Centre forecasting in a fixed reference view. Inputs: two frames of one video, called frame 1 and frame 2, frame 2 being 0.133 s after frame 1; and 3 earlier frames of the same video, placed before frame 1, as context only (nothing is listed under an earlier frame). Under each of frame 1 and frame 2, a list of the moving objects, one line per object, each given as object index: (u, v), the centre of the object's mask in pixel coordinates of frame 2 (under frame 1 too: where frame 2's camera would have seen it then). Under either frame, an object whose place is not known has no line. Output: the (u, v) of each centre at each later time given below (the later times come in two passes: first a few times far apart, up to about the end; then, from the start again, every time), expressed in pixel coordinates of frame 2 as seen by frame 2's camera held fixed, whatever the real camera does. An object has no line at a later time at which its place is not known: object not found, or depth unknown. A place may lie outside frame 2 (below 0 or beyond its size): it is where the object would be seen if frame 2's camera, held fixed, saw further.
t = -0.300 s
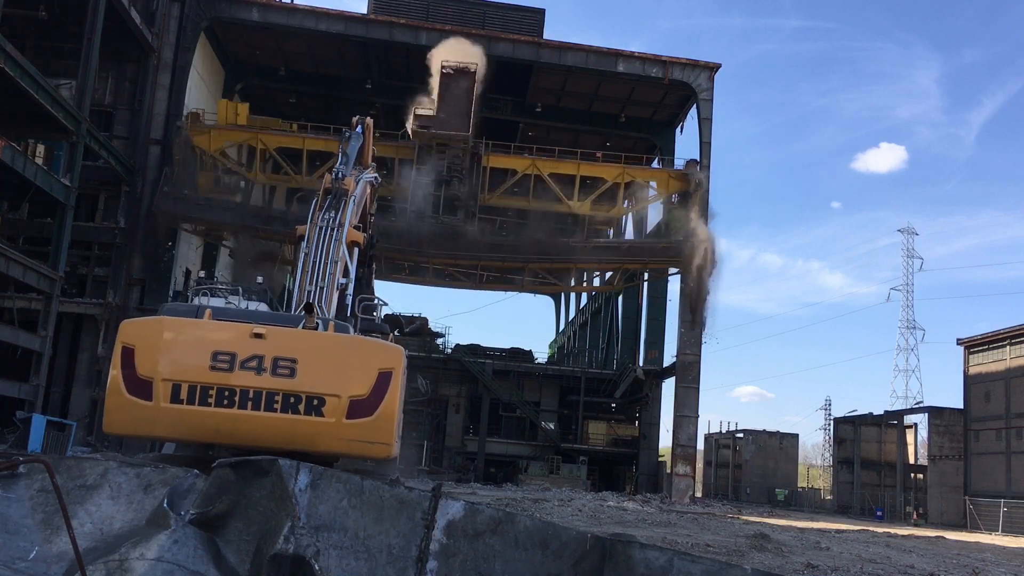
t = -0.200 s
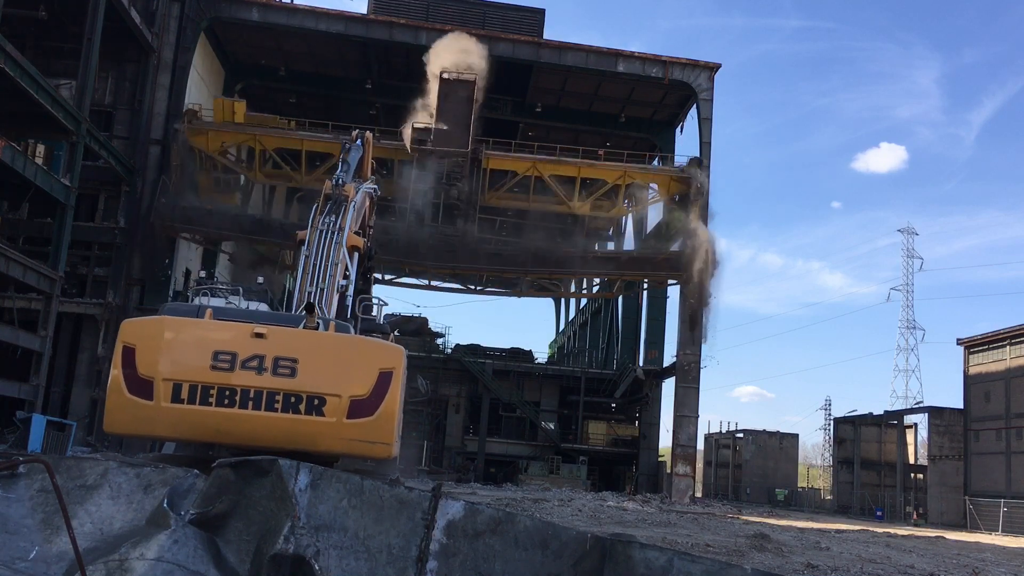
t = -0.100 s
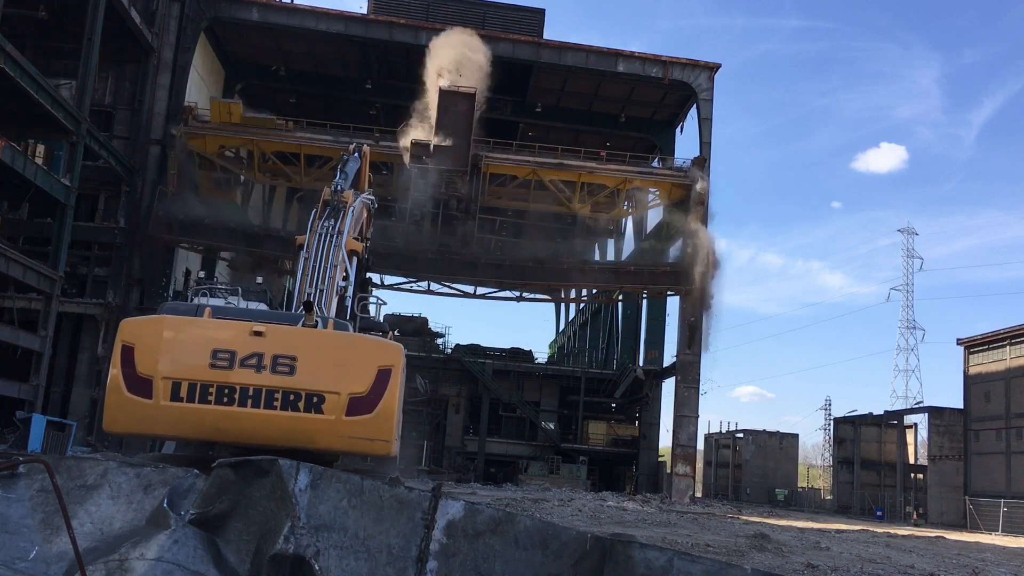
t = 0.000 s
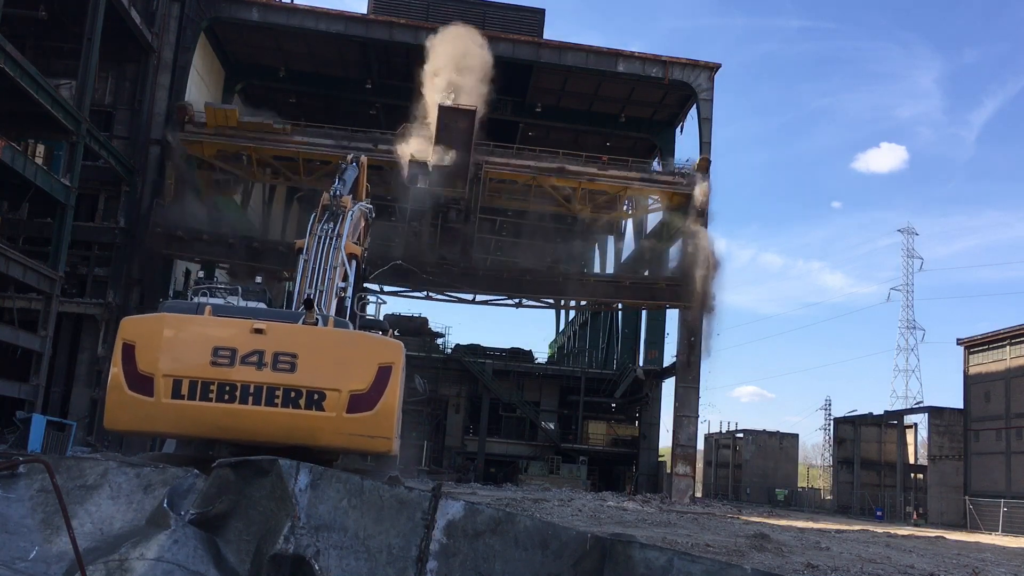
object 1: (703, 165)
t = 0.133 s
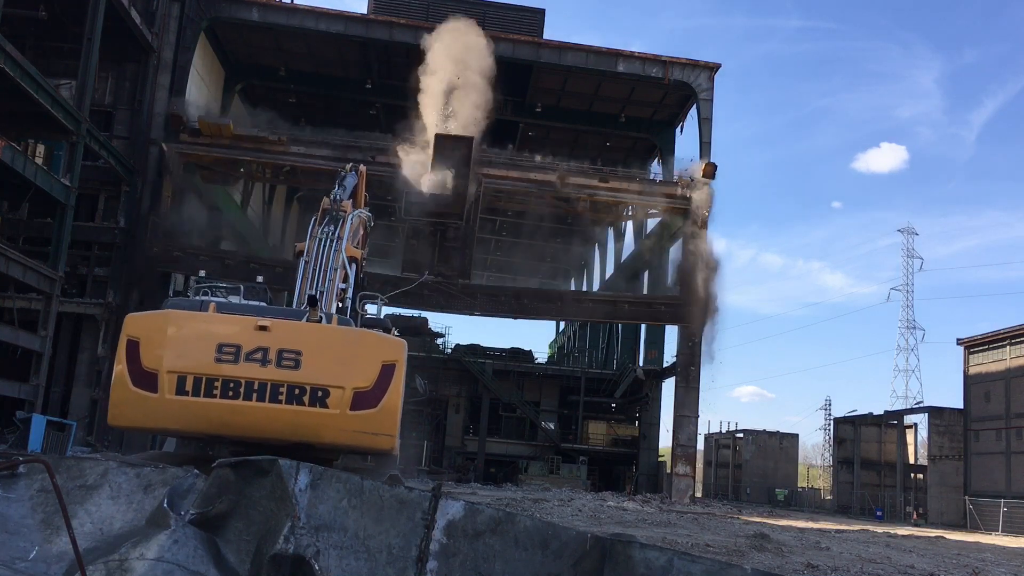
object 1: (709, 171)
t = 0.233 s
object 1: (714, 177)
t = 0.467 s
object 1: (723, 199)
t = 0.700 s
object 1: (732, 234)
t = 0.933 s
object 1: (744, 281)
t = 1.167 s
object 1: (754, 341)
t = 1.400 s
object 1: (766, 417)
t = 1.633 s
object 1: (781, 510)
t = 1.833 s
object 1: (794, 512)
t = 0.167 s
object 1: (711, 172)
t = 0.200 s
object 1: (712, 174)
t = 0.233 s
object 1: (714, 177)
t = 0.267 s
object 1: (715, 179)
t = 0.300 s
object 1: (716, 182)
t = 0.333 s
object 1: (718, 184)
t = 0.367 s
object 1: (719, 188)
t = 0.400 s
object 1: (721, 191)
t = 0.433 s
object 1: (722, 195)
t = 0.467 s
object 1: (723, 199)
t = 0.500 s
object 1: (725, 203)
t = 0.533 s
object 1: (726, 207)
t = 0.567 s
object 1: (727, 212)
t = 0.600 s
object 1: (728, 217)
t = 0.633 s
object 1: (730, 223)
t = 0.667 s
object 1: (731, 228)
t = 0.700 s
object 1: (732, 234)
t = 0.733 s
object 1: (734, 240)
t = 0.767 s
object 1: (736, 246)
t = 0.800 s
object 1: (738, 253)
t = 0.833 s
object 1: (739, 260)
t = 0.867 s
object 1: (740, 266)
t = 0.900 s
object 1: (742, 274)
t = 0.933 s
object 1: (744, 281)
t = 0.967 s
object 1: (745, 288)
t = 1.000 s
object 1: (747, 296)
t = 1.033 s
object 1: (748, 305)
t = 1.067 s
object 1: (750, 313)
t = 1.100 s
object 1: (751, 322)
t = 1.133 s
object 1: (752, 332)
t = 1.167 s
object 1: (754, 341)
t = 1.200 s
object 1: (755, 351)
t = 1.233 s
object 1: (757, 361)
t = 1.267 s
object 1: (759, 372)
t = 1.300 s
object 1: (761, 383)
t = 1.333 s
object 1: (762, 394)
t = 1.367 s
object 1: (764, 405)
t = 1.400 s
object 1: (766, 417)
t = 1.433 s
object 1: (769, 429)
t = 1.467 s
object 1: (770, 441)
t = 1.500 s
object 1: (773, 454)
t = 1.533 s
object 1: (774, 467)
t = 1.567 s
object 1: (777, 481)
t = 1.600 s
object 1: (779, 495)
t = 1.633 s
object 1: (781, 510)
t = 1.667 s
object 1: (784, 517)
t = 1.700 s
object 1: (786, 519)
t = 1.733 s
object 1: (789, 516)
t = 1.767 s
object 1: (791, 513)
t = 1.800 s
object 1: (793, 511)
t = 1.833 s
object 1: (794, 512)
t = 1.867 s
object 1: (796, 511)
